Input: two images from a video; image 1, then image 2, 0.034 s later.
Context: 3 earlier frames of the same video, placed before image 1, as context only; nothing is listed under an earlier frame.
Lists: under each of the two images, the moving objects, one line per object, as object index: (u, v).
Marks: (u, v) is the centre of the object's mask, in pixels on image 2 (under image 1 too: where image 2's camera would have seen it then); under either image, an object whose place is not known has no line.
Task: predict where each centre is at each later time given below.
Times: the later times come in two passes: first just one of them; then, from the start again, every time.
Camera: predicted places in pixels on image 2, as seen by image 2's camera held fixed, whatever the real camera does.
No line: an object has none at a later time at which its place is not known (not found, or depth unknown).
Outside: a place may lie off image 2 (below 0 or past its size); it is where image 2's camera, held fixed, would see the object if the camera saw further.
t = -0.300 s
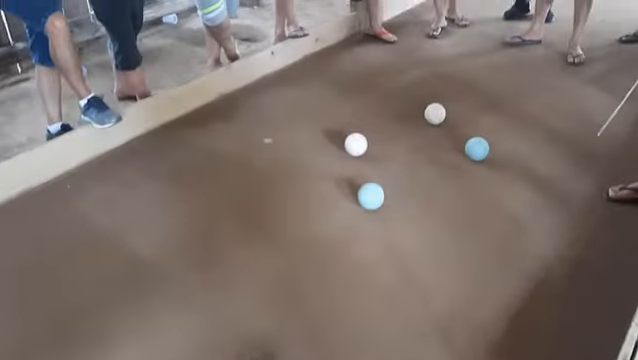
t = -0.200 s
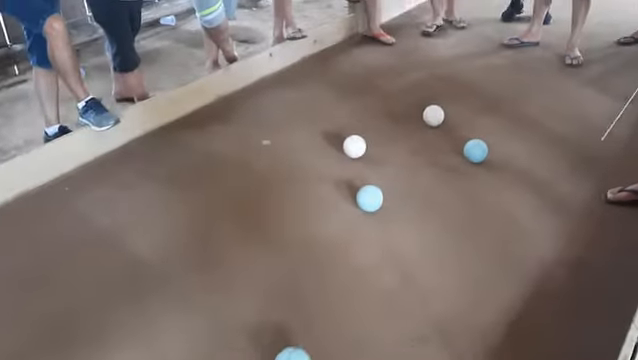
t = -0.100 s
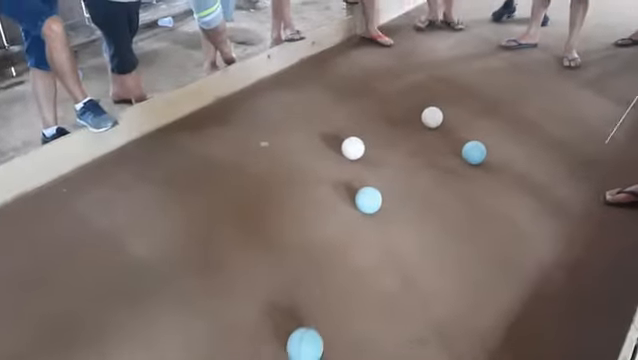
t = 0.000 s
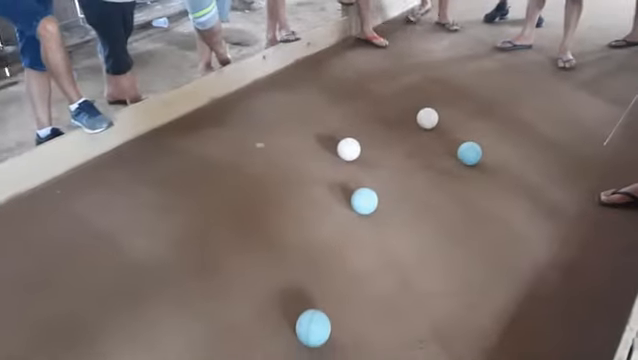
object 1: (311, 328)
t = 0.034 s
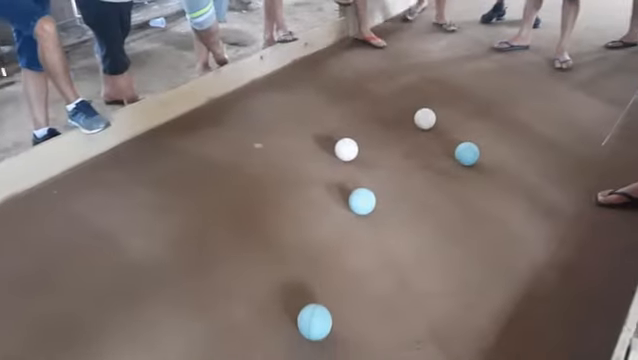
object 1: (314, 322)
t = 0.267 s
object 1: (335, 282)
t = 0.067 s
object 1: (318, 316)
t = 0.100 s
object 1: (320, 310)
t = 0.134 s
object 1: (324, 304)
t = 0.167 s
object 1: (327, 298)
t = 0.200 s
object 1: (330, 293)
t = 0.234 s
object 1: (332, 288)
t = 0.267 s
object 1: (335, 282)
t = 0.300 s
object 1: (338, 277)
